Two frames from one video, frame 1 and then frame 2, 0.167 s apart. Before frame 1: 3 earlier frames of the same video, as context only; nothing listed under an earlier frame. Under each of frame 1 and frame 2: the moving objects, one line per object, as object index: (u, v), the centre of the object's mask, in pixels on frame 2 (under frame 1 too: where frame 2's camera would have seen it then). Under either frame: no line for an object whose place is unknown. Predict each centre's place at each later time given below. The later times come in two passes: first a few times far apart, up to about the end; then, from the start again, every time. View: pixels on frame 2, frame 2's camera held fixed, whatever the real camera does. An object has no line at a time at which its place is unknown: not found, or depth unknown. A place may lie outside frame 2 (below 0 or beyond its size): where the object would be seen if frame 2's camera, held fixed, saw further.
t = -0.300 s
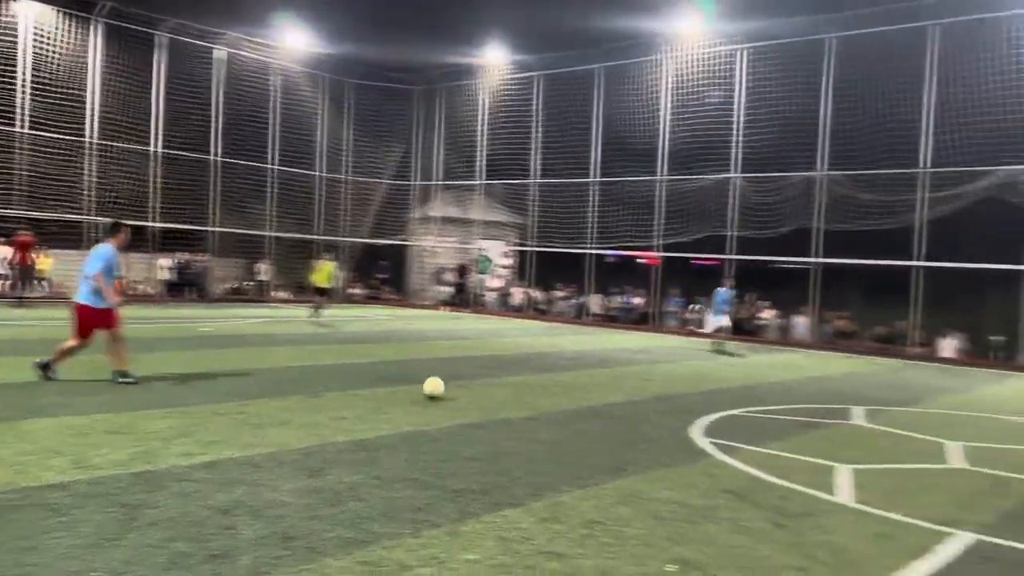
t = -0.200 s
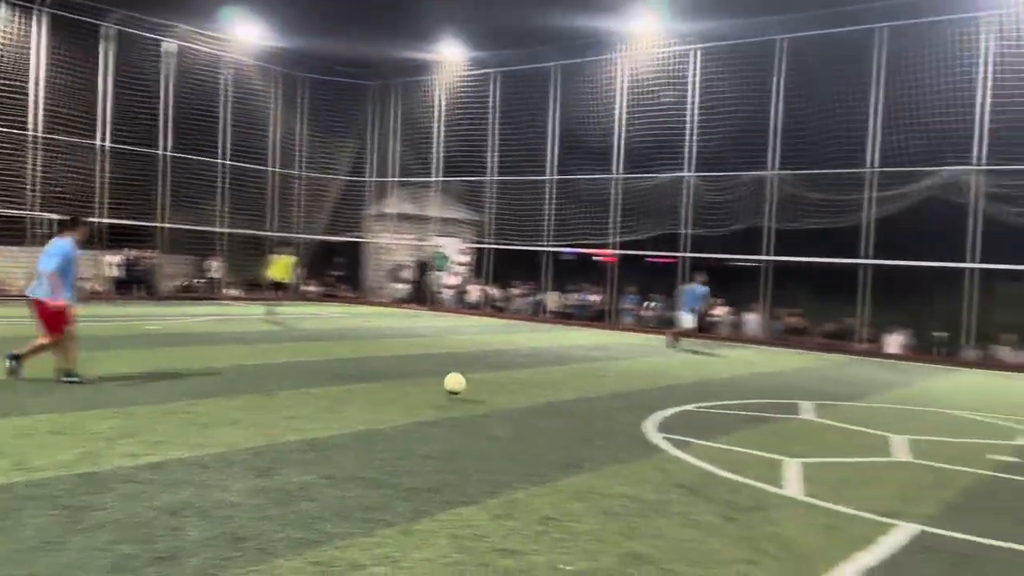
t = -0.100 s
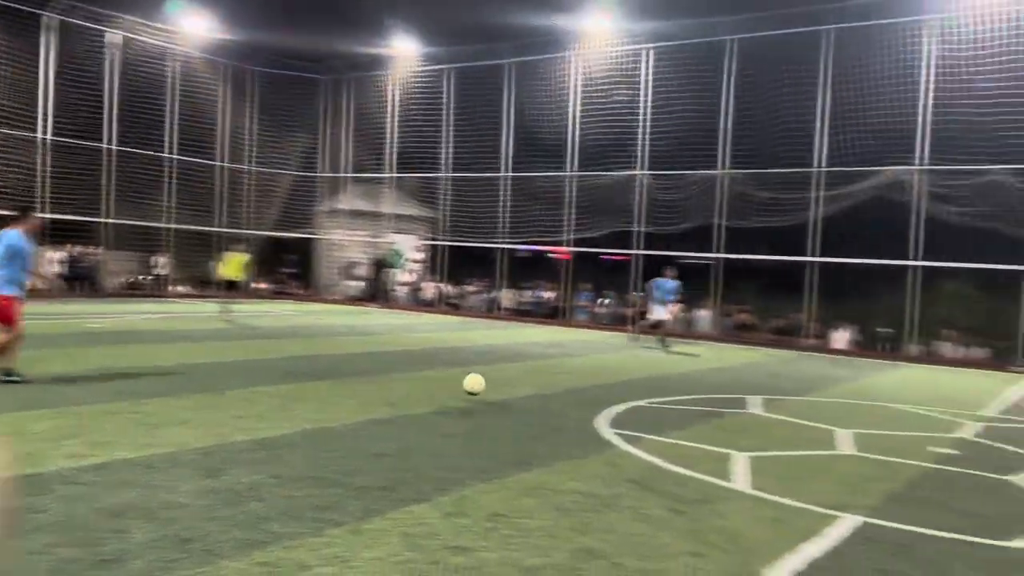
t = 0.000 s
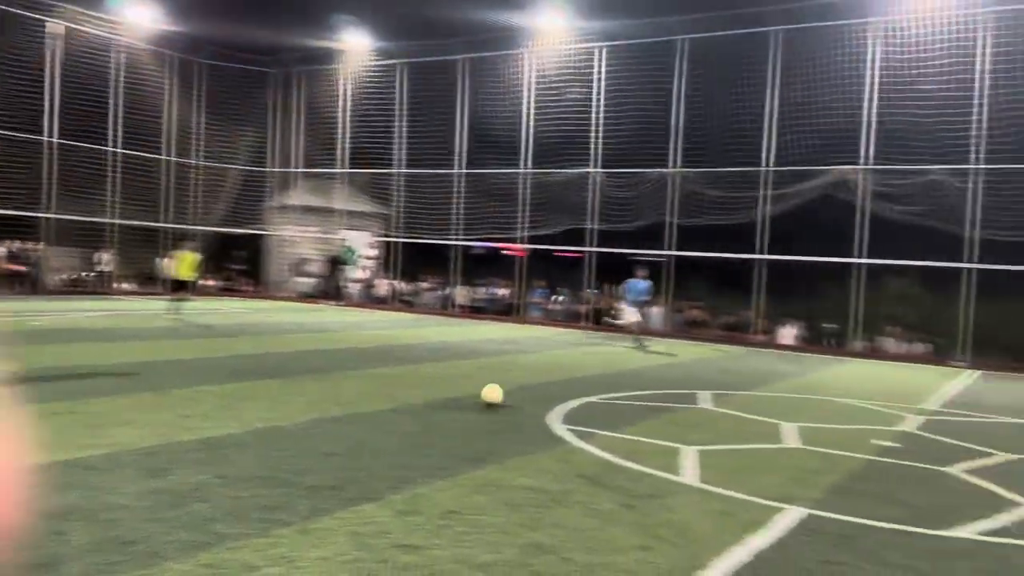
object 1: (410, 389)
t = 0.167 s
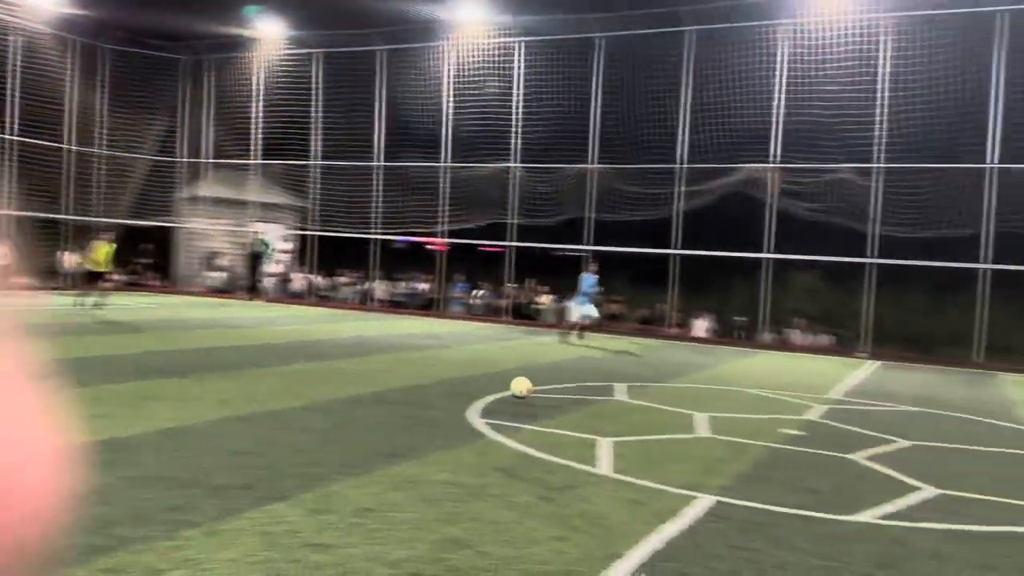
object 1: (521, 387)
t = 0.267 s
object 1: (583, 397)
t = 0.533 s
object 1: (746, 407)
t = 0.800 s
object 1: (902, 415)
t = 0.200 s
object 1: (541, 389)
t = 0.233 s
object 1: (565, 393)
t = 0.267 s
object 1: (583, 397)
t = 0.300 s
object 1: (604, 402)
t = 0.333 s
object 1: (627, 399)
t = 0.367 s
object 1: (645, 397)
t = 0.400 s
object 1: (664, 397)
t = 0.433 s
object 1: (687, 398)
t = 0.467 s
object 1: (705, 400)
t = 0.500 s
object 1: (725, 403)
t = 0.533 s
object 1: (746, 407)
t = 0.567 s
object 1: (763, 410)
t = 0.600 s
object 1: (785, 408)
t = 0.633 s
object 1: (808, 407)
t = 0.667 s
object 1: (824, 409)
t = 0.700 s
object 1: (844, 410)
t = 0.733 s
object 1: (865, 414)
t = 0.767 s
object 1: (884, 416)
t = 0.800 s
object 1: (902, 415)
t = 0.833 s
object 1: (921, 414)
